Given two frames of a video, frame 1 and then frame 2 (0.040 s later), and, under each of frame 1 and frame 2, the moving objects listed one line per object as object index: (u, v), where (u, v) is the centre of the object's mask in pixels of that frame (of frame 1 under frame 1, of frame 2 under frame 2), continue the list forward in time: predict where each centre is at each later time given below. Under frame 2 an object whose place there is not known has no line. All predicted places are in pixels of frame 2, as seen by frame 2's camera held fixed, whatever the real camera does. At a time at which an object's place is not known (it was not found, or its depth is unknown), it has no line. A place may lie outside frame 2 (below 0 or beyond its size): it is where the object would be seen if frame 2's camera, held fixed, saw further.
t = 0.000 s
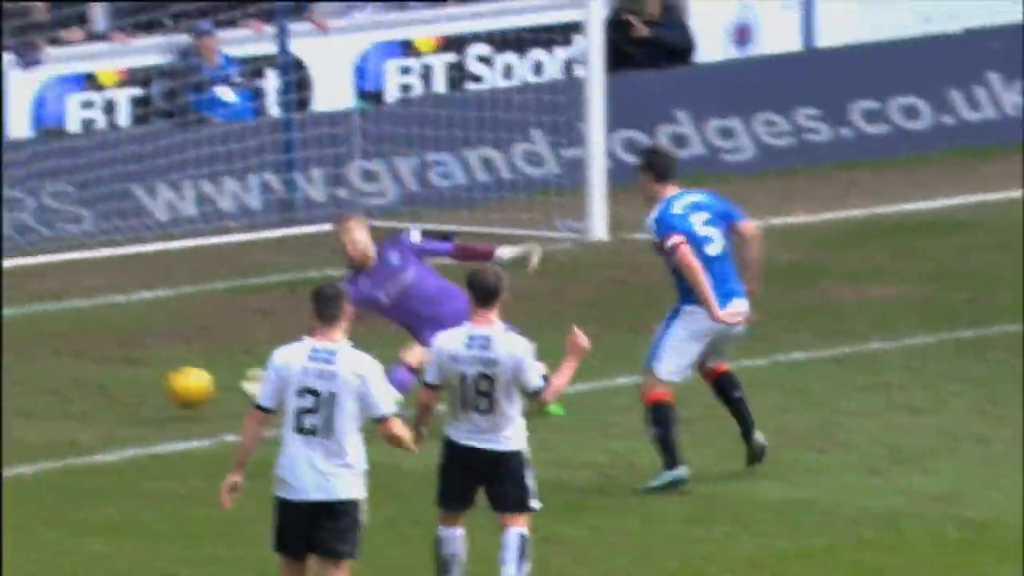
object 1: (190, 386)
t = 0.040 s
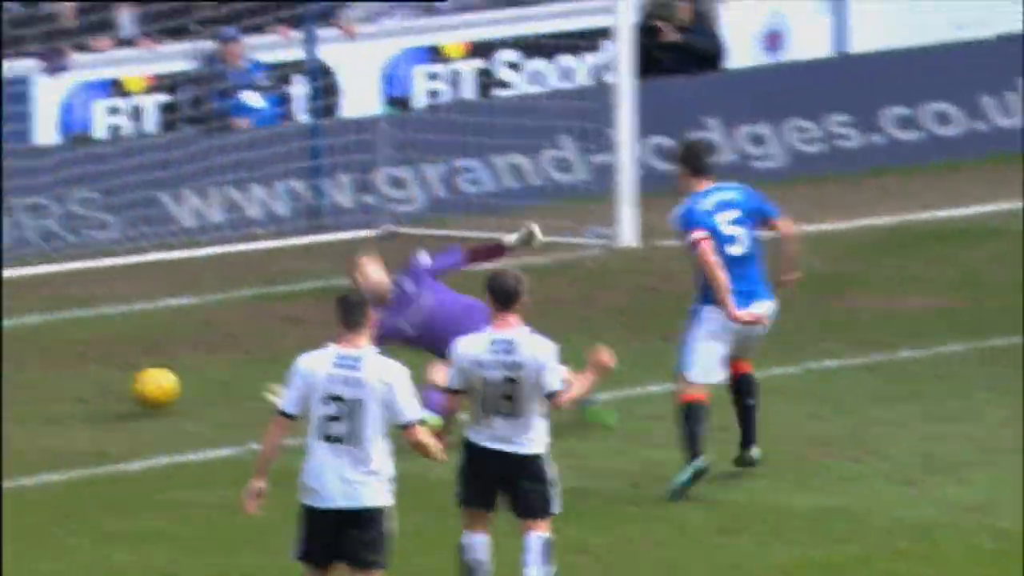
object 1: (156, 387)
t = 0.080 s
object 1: (98, 382)
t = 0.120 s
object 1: (44, 364)
